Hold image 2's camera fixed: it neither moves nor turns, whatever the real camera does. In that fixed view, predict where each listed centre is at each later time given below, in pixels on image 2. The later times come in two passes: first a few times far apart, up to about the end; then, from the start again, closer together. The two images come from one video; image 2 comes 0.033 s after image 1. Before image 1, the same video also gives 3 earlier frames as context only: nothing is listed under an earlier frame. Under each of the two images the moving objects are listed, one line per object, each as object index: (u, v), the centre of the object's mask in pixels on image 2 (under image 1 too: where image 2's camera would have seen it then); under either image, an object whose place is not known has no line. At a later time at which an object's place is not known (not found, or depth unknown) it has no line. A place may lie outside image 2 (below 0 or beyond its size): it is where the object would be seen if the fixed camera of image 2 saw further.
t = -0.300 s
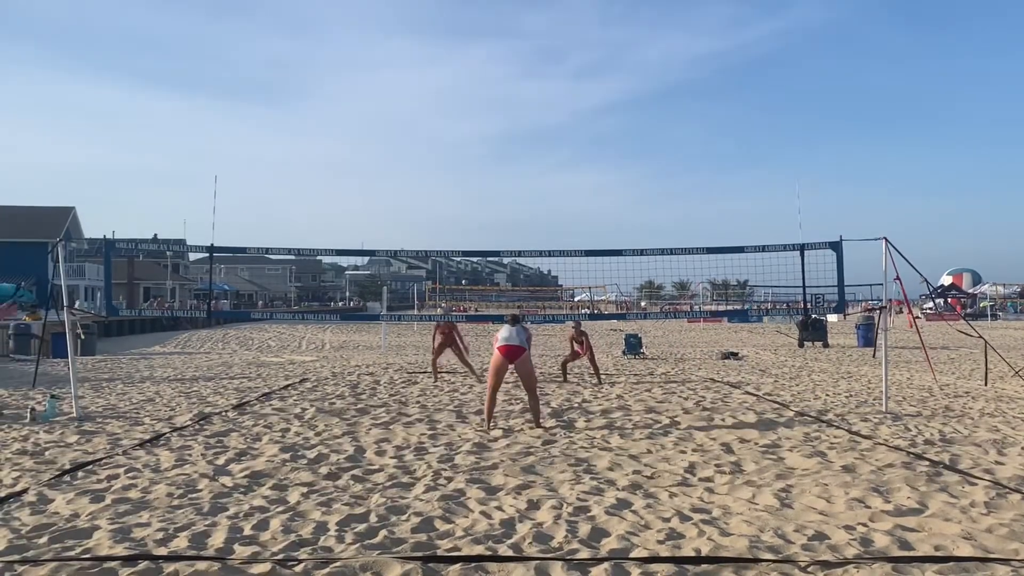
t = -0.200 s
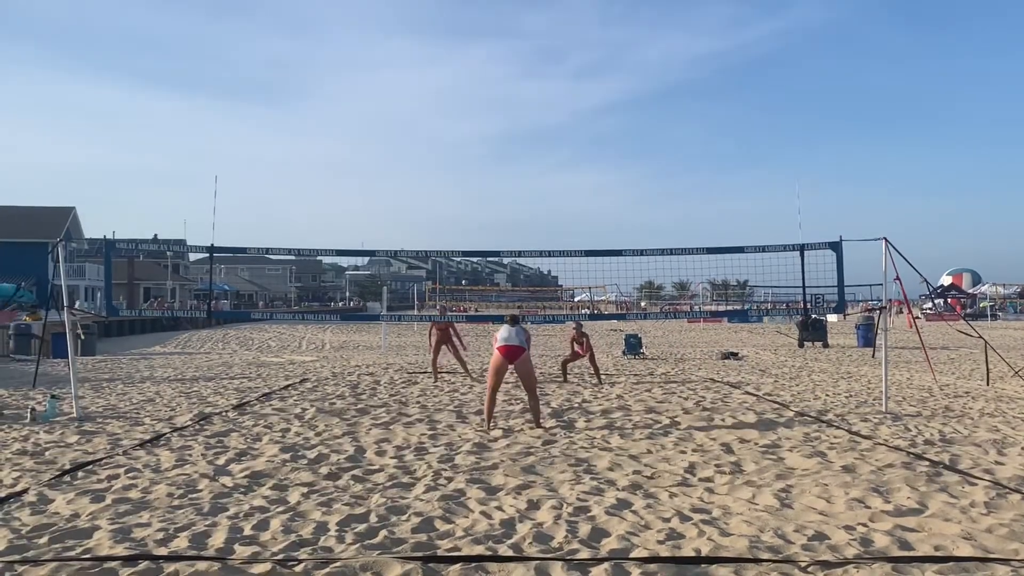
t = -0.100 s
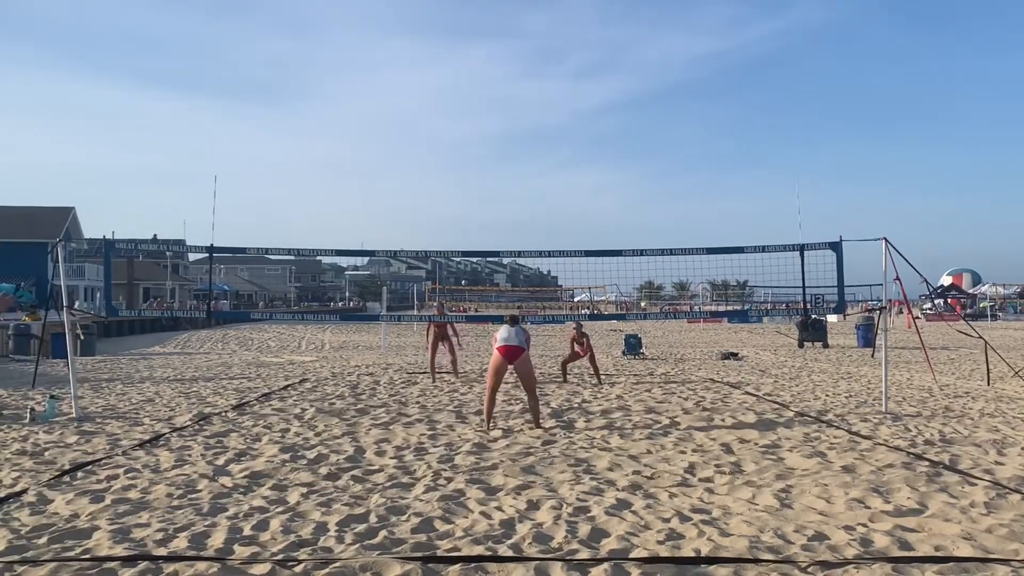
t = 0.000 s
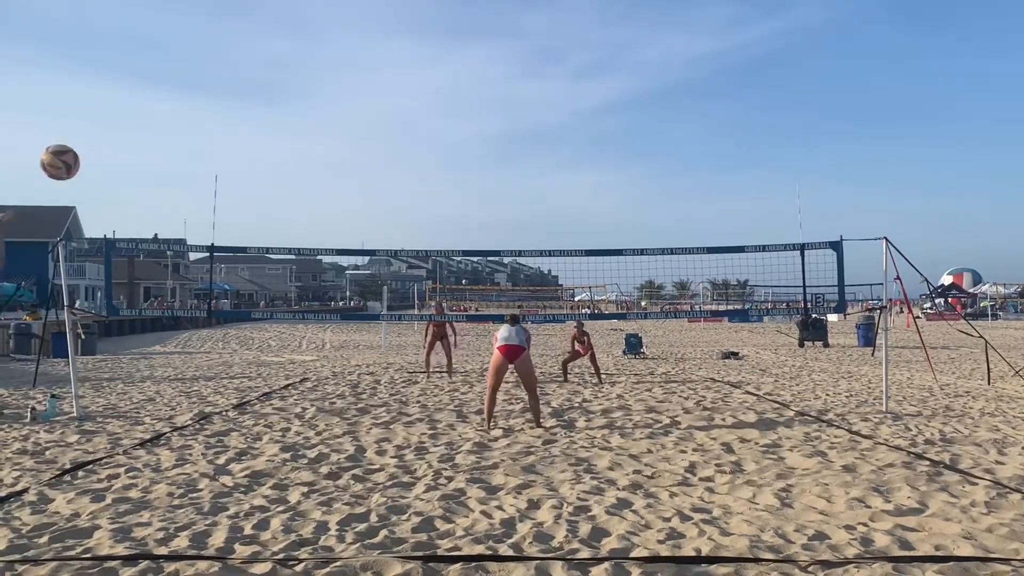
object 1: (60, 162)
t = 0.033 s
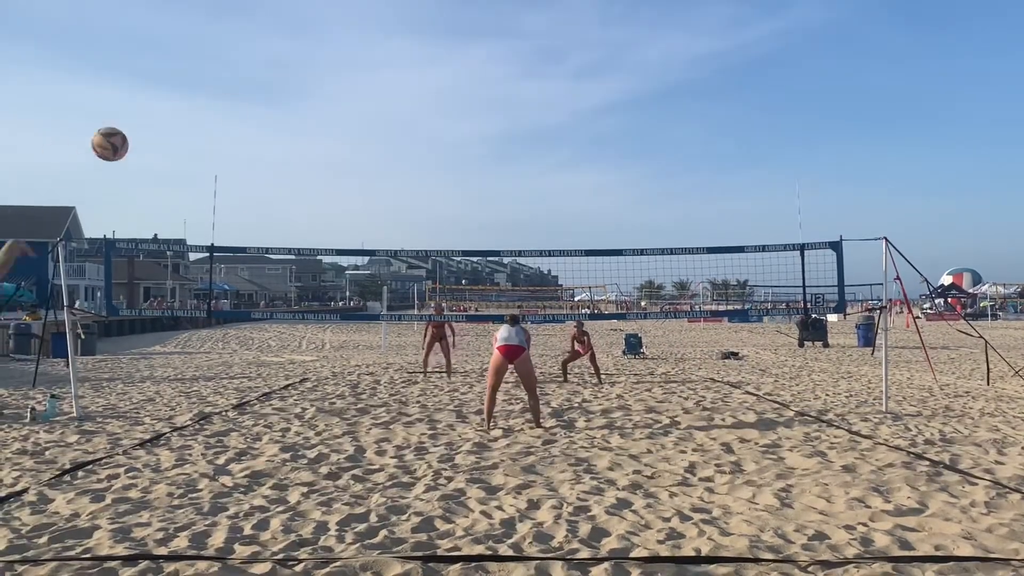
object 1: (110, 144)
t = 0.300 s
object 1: (370, 93)
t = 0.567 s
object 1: (501, 125)
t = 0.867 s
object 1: (587, 196)
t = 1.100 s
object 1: (631, 268)
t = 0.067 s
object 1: (155, 129)
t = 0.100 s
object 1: (195, 118)
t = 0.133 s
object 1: (231, 108)
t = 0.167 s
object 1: (265, 102)
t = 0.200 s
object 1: (295, 97)
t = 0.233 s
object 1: (322, 94)
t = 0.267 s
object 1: (347, 93)
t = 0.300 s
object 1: (370, 93)
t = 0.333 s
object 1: (391, 95)
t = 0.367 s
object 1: (411, 97)
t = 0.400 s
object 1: (429, 100)
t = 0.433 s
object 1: (446, 104)
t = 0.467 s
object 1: (461, 108)
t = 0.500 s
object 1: (476, 113)
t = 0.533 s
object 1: (489, 119)
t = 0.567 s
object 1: (501, 125)
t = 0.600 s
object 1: (513, 132)
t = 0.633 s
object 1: (524, 139)
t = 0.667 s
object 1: (534, 146)
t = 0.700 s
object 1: (544, 153)
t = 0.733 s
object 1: (554, 161)
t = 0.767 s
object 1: (563, 170)
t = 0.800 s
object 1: (571, 178)
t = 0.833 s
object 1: (579, 187)
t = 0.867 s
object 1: (587, 196)
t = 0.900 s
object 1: (594, 205)
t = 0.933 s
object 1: (601, 215)
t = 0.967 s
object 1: (608, 226)
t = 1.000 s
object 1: (613, 236)
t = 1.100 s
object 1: (631, 268)
